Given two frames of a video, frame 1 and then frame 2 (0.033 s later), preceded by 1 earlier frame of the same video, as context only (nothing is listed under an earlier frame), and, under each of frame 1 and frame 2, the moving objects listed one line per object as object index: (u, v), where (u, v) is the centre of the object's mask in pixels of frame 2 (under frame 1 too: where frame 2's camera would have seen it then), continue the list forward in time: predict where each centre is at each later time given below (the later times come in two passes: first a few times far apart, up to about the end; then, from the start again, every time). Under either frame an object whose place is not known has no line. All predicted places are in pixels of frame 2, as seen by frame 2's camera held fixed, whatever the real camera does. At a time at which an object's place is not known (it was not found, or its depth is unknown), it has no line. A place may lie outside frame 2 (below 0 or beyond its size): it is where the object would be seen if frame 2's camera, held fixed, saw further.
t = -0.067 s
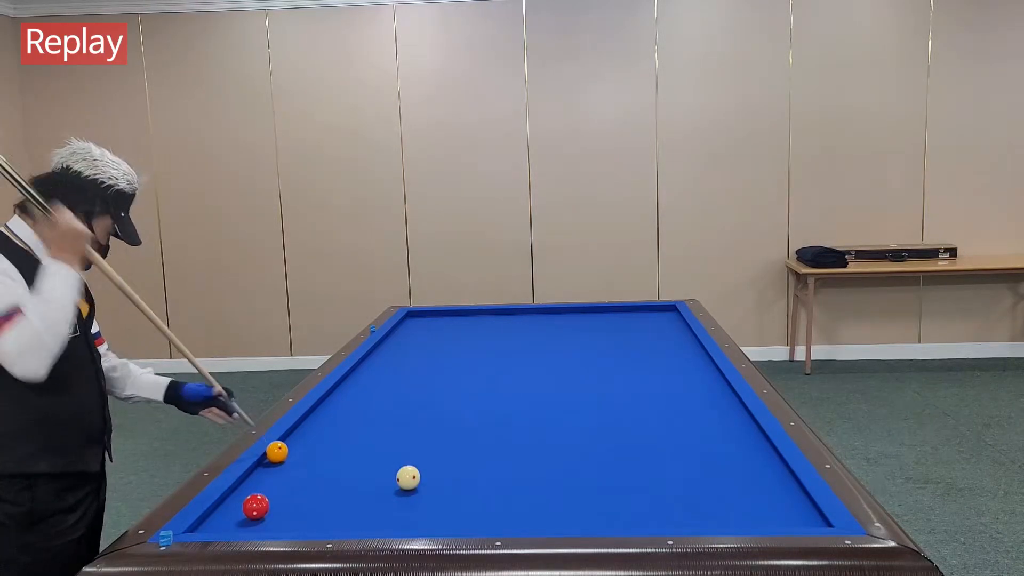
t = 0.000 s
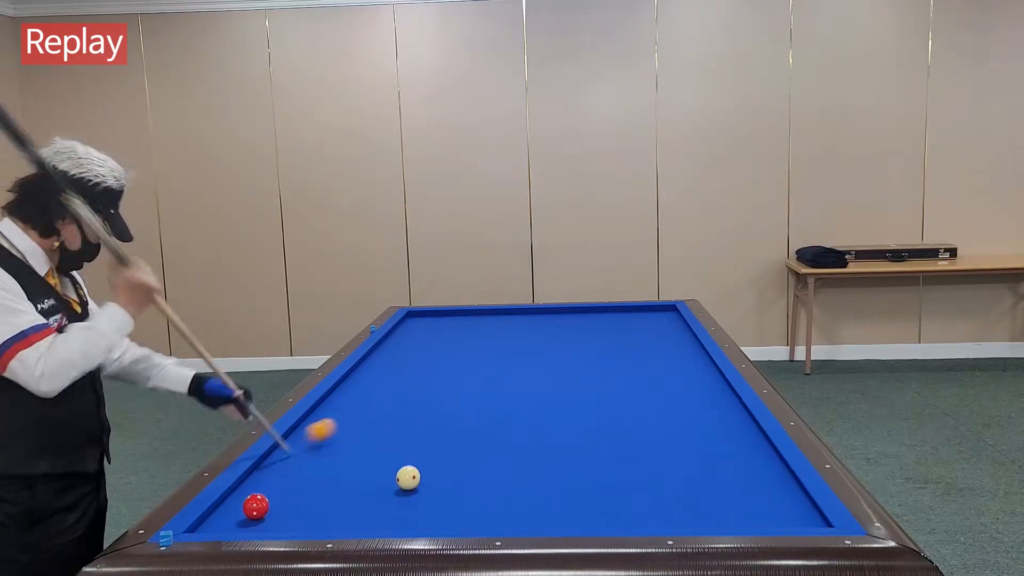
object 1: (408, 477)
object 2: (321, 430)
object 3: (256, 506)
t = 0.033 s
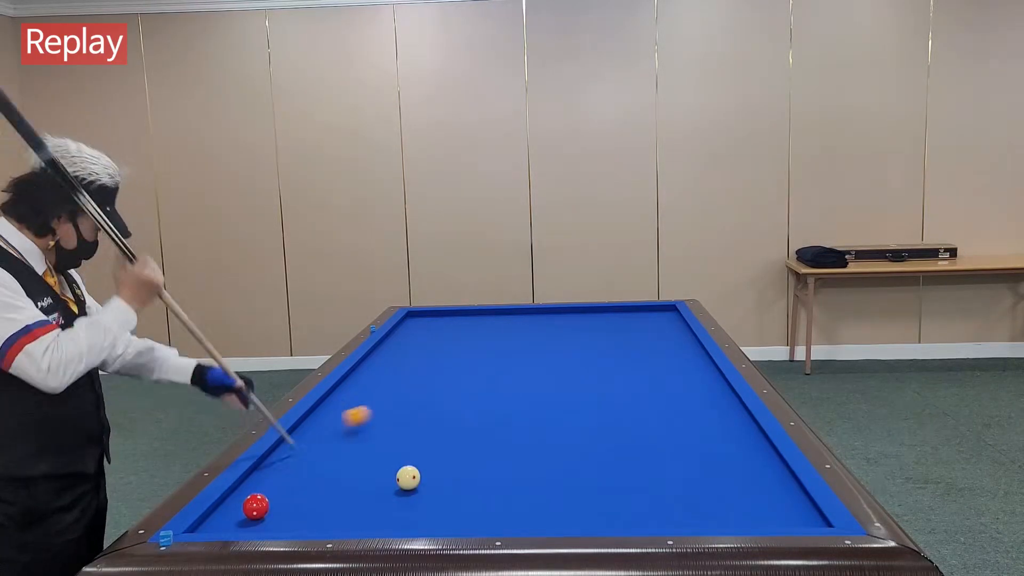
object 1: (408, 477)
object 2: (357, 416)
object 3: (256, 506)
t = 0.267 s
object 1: (408, 477)
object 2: (536, 353)
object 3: (256, 506)
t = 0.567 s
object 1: (408, 477)
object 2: (670, 309)
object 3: (256, 506)
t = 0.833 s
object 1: (408, 477)
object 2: (611, 339)
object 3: (256, 506)
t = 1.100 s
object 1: (408, 477)
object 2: (537, 373)
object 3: (256, 506)
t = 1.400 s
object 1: (408, 477)
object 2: (443, 415)
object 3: (255, 506)
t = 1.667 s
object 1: (408, 477)
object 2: (340, 461)
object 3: (255, 506)
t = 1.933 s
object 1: (408, 477)
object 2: (243, 501)
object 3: (252, 523)
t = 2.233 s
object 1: (408, 477)
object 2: (337, 495)
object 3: (286, 512)
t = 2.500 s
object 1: (413, 472)
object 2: (403, 488)
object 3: (301, 507)
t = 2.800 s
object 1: (423, 465)
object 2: (461, 490)
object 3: (316, 503)
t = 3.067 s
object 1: (433, 456)
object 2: (512, 493)
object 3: (328, 500)
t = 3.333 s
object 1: (443, 449)
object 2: (564, 496)
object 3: (339, 497)
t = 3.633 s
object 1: (452, 442)
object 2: (621, 499)
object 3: (350, 494)
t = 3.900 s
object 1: (459, 435)
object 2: (673, 503)
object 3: (358, 491)
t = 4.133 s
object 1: (465, 431)
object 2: (717, 505)
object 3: (364, 490)
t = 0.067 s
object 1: (408, 477)
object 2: (389, 407)
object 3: (256, 506)
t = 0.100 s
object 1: (408, 477)
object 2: (419, 396)
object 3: (256, 506)
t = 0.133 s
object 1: (408, 477)
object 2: (446, 386)
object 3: (256, 507)
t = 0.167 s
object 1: (408, 477)
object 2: (471, 377)
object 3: (256, 506)
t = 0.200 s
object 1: (408, 477)
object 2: (494, 368)
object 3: (256, 506)
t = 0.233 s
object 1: (408, 477)
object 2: (516, 360)
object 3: (256, 506)
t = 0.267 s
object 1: (408, 477)
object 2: (536, 353)
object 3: (256, 506)
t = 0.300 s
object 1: (408, 477)
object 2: (555, 346)
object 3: (256, 506)
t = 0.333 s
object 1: (408, 477)
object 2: (572, 339)
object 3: (256, 506)
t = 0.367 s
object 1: (408, 477)
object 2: (588, 333)
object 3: (256, 506)
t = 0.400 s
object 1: (408, 477)
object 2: (604, 327)
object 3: (256, 506)
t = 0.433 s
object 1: (408, 477)
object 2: (619, 322)
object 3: (256, 506)
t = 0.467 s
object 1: (408, 477)
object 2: (632, 316)
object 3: (256, 506)
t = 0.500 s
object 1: (408, 477)
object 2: (645, 311)
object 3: (256, 506)
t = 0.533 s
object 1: (408, 477)
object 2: (658, 307)
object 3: (256, 506)
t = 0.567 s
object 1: (408, 477)
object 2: (670, 309)
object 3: (256, 506)
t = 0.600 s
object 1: (408, 477)
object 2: (668, 313)
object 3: (256, 506)
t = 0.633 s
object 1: (408, 477)
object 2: (660, 316)
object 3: (256, 506)
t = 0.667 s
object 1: (408, 477)
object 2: (652, 320)
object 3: (256, 506)
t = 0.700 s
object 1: (408, 477)
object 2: (644, 323)
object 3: (256, 506)
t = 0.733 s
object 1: (408, 477)
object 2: (636, 327)
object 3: (256, 506)
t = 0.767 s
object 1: (408, 477)
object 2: (628, 331)
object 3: (256, 506)
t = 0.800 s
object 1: (408, 477)
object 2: (619, 335)
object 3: (256, 506)
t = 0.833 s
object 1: (408, 477)
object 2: (611, 339)
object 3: (256, 506)
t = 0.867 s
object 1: (408, 477)
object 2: (602, 343)
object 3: (256, 506)
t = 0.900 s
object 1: (408, 477)
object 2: (593, 347)
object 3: (256, 506)
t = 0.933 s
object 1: (408, 477)
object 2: (584, 351)
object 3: (256, 506)
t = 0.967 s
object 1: (408, 477)
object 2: (575, 355)
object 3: (256, 506)
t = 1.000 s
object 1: (408, 477)
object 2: (565, 359)
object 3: (256, 506)
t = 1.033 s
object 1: (408, 477)
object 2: (556, 364)
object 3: (256, 506)
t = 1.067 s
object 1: (408, 477)
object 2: (546, 369)
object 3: (256, 506)
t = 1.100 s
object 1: (408, 477)
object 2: (537, 373)
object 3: (256, 506)
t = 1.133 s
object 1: (408, 477)
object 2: (527, 377)
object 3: (256, 506)
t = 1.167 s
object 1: (408, 477)
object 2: (517, 382)
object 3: (256, 506)
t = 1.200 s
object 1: (408, 477)
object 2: (506, 387)
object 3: (256, 506)
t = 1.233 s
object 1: (408, 477)
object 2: (496, 391)
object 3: (256, 506)
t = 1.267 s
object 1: (408, 477)
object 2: (486, 396)
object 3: (256, 506)
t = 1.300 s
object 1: (408, 477)
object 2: (475, 401)
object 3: (255, 506)
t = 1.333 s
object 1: (408, 477)
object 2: (465, 405)
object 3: (256, 506)
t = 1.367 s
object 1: (408, 477)
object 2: (454, 410)
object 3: (256, 506)
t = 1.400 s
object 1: (408, 477)
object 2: (443, 415)
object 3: (255, 506)
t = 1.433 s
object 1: (408, 477)
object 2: (432, 420)
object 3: (256, 506)
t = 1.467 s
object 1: (408, 477)
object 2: (420, 425)
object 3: (255, 506)
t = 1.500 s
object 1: (408, 477)
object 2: (408, 431)
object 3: (255, 506)
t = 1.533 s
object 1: (408, 477)
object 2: (395, 436)
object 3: (255, 506)
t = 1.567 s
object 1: (408, 477)
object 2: (382, 442)
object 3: (255, 506)
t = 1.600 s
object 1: (408, 477)
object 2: (369, 448)
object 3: (255, 506)
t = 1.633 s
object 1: (408, 477)
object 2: (355, 455)
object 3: (255, 506)
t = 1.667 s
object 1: (408, 477)
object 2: (340, 461)
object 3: (255, 506)
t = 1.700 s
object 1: (408, 477)
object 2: (325, 468)
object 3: (255, 506)
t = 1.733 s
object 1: (408, 477)
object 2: (309, 475)
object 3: (255, 506)
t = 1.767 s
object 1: (408, 477)
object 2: (292, 482)
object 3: (255, 506)
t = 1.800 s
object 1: (408, 477)
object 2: (276, 489)
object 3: (255, 506)
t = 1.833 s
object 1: (408, 477)
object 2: (258, 492)
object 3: (255, 507)
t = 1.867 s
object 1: (408, 477)
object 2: (239, 498)
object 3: (254, 514)
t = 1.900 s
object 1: (408, 477)
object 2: (230, 501)
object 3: (253, 520)
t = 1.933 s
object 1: (408, 477)
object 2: (243, 501)
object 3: (252, 523)
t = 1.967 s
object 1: (408, 477)
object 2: (254, 501)
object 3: (254, 525)
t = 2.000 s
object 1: (408, 477)
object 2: (265, 501)
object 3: (261, 523)
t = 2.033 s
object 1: (408, 477)
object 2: (276, 500)
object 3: (267, 521)
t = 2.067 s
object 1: (408, 477)
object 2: (286, 500)
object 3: (273, 517)
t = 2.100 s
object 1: (408, 477)
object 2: (296, 501)
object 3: (279, 513)
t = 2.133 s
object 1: (408, 477)
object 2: (305, 500)
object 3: (280, 513)
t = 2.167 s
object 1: (408, 477)
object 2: (316, 498)
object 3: (282, 513)
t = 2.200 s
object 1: (408, 477)
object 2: (327, 496)
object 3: (284, 512)
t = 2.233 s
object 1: (408, 477)
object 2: (337, 495)
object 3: (286, 512)
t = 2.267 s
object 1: (408, 477)
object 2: (346, 493)
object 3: (288, 511)
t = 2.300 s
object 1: (408, 477)
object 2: (355, 492)
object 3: (290, 511)
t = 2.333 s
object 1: (408, 477)
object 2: (363, 491)
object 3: (291, 510)
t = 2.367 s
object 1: (408, 477)
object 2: (372, 490)
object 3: (293, 510)
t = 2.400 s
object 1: (408, 477)
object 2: (380, 489)
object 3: (295, 509)
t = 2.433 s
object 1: (409, 477)
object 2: (389, 488)
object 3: (297, 509)
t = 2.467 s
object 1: (411, 475)
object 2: (396, 487)
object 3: (299, 508)
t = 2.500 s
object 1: (413, 472)
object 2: (403, 488)
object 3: (301, 507)
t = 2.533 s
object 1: (413, 470)
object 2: (409, 488)
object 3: (303, 507)
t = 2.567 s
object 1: (414, 470)
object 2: (416, 488)
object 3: (305, 506)
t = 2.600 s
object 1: (415, 470)
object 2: (422, 489)
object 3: (306, 506)
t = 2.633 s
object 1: (416, 470)
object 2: (429, 489)
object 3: (308, 505)
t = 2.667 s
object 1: (418, 469)
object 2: (435, 489)
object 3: (310, 505)
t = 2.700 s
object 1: (419, 468)
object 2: (442, 489)
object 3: (311, 504)
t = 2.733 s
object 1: (421, 467)
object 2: (448, 489)
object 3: (313, 504)
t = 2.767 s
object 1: (422, 466)
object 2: (454, 490)
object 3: (314, 503)
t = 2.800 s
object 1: (423, 465)
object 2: (461, 490)
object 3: (316, 503)
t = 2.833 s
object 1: (425, 464)
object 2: (467, 491)
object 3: (318, 502)
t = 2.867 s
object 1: (426, 462)
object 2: (474, 491)
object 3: (319, 502)
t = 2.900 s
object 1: (427, 461)
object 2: (480, 491)
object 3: (321, 502)
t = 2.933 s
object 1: (429, 460)
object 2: (486, 492)
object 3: (323, 501)
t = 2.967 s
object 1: (430, 459)
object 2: (493, 492)
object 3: (324, 501)
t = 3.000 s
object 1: (431, 458)
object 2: (500, 492)
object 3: (326, 500)
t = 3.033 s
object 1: (432, 457)
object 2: (506, 493)
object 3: (327, 500)
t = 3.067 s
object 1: (433, 456)
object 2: (512, 493)
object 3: (328, 500)
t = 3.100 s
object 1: (435, 456)
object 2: (519, 494)
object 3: (330, 499)
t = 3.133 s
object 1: (436, 454)
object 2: (525, 494)
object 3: (331, 499)
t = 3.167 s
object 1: (437, 454)
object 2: (532, 494)
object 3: (333, 498)
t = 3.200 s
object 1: (438, 453)
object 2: (538, 495)
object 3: (334, 498)
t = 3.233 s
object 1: (439, 452)
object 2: (545, 495)
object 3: (335, 498)
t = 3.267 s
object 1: (440, 451)
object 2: (551, 496)
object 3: (337, 497)
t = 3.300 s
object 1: (442, 450)
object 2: (557, 496)
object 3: (338, 497)
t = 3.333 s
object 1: (443, 449)
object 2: (564, 496)
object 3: (339, 497)
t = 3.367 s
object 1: (444, 448)
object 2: (570, 496)
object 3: (341, 496)
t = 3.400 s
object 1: (445, 447)
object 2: (577, 497)
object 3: (342, 496)
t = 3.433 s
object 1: (446, 446)
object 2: (583, 497)
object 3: (343, 496)
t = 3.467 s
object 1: (447, 445)
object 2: (590, 497)
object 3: (344, 495)
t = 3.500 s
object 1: (448, 445)
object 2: (596, 498)
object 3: (346, 495)
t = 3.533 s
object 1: (449, 444)
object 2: (602, 498)
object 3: (346, 494)
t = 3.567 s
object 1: (450, 443)
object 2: (609, 499)
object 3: (348, 494)
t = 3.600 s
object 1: (451, 442)
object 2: (615, 499)
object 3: (349, 494)
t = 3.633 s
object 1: (452, 442)
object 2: (621, 499)
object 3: (350, 494)
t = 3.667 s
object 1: (453, 441)
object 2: (628, 500)
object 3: (351, 493)
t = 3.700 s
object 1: (454, 440)
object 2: (634, 500)
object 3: (352, 493)
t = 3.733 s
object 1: (455, 439)
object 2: (641, 501)
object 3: (353, 493)
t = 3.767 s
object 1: (456, 438)
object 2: (647, 501)
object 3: (354, 492)
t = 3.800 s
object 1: (457, 438)
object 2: (653, 502)
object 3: (355, 492)
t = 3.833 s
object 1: (458, 437)
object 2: (660, 502)
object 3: (357, 492)
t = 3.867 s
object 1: (458, 436)
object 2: (666, 502)
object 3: (357, 492)
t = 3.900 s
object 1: (459, 435)
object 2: (673, 503)
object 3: (358, 491)
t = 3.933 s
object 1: (460, 435)
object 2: (679, 503)
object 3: (359, 491)
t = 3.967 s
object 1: (461, 434)
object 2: (685, 503)
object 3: (360, 491)
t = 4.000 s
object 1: (462, 433)
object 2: (692, 504)
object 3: (361, 491)
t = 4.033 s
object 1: (463, 433)
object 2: (698, 504)
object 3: (362, 491)
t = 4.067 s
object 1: (464, 432)
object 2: (705, 504)
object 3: (362, 490)
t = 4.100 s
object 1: (465, 431)
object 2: (711, 505)
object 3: (363, 490)
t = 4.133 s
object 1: (465, 431)
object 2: (717, 505)
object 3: (364, 490)
